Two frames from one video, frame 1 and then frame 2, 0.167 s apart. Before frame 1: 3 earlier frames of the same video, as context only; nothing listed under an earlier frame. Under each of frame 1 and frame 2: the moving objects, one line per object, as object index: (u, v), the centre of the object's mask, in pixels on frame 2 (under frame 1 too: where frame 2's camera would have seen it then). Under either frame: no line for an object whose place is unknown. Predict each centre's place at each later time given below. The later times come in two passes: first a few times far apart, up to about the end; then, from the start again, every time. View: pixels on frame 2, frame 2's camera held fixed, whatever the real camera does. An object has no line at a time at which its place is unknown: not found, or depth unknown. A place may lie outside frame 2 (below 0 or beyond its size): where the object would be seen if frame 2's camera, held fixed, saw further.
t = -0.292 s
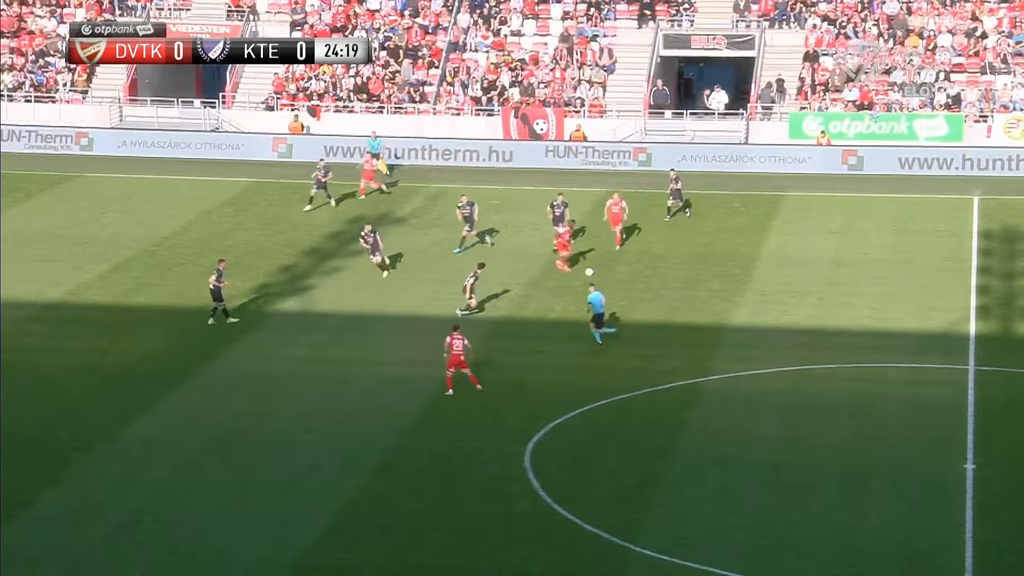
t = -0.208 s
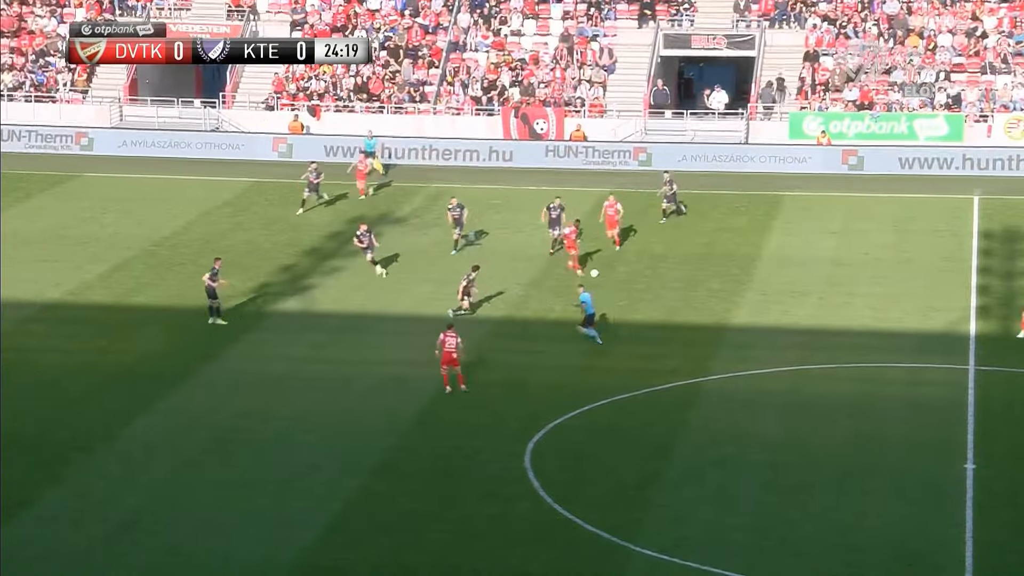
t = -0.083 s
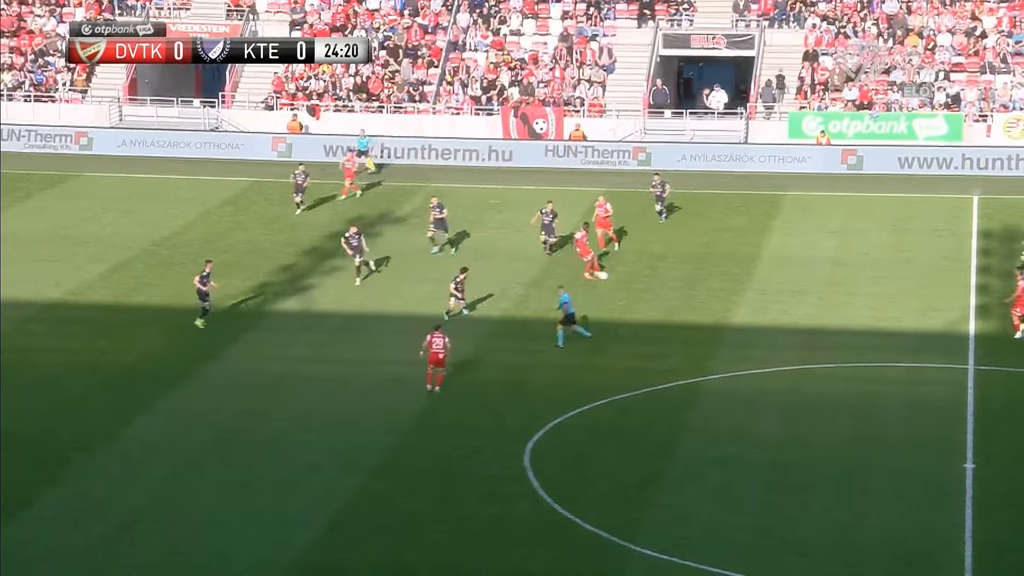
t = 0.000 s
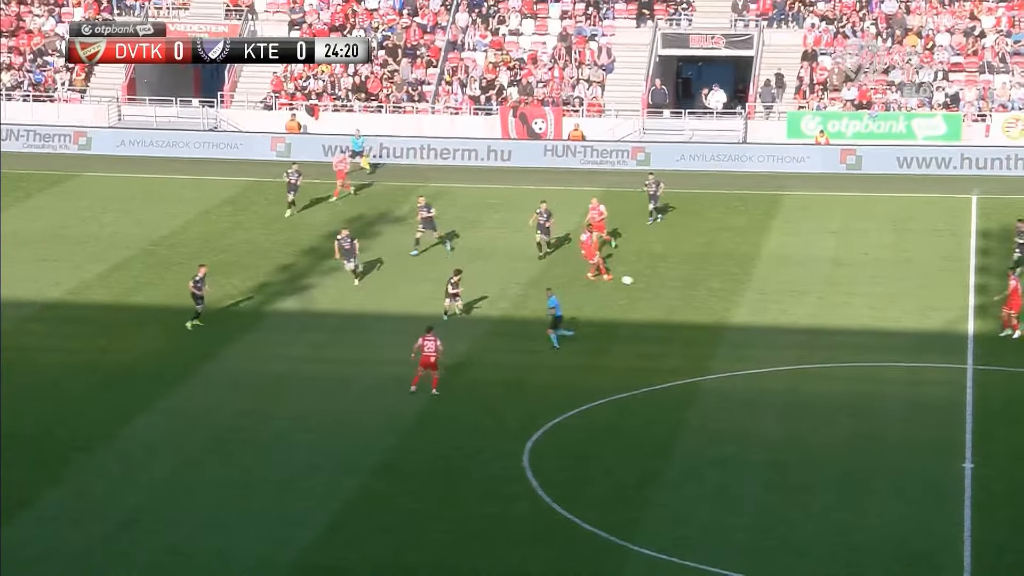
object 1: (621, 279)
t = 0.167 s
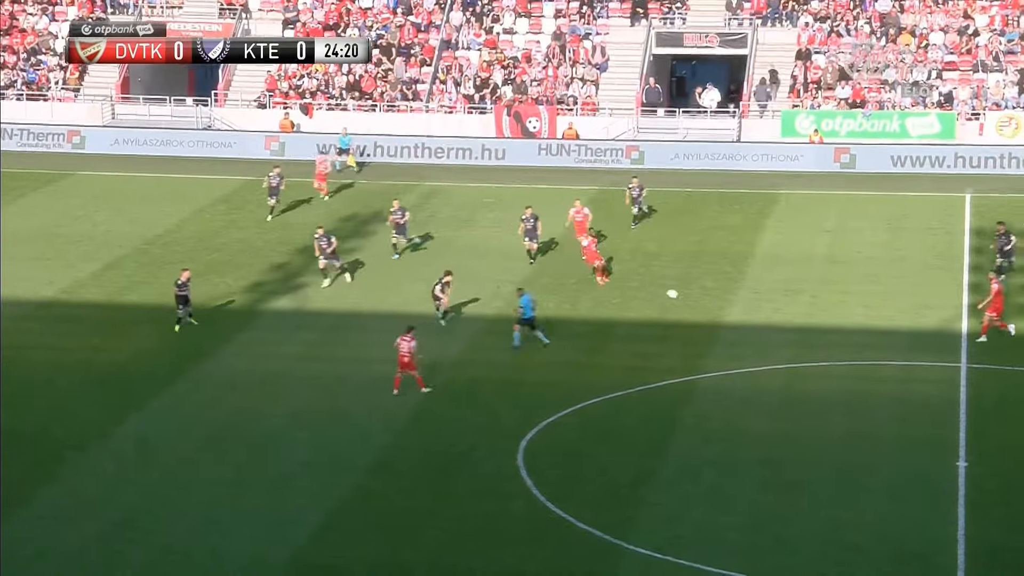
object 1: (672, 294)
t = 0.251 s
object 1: (695, 299)
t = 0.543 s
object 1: (775, 323)
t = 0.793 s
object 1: (827, 337)
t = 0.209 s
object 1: (684, 297)
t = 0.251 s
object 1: (695, 299)
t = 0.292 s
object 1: (707, 302)
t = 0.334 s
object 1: (718, 305)
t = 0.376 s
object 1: (734, 311)
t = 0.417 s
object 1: (745, 314)
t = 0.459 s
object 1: (755, 316)
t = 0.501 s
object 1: (765, 319)
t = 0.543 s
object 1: (775, 323)
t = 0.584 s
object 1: (784, 326)
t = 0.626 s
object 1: (793, 328)
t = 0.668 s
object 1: (802, 330)
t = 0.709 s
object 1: (810, 332)
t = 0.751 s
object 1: (819, 336)
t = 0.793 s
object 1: (827, 337)
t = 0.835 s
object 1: (836, 339)
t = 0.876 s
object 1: (848, 343)
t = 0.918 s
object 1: (855, 346)
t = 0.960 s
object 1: (864, 347)
